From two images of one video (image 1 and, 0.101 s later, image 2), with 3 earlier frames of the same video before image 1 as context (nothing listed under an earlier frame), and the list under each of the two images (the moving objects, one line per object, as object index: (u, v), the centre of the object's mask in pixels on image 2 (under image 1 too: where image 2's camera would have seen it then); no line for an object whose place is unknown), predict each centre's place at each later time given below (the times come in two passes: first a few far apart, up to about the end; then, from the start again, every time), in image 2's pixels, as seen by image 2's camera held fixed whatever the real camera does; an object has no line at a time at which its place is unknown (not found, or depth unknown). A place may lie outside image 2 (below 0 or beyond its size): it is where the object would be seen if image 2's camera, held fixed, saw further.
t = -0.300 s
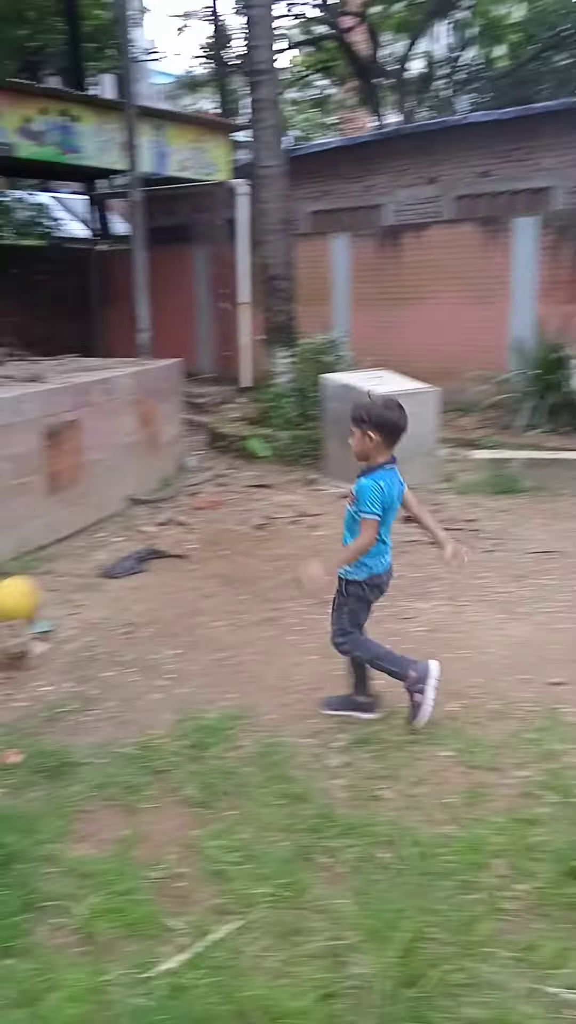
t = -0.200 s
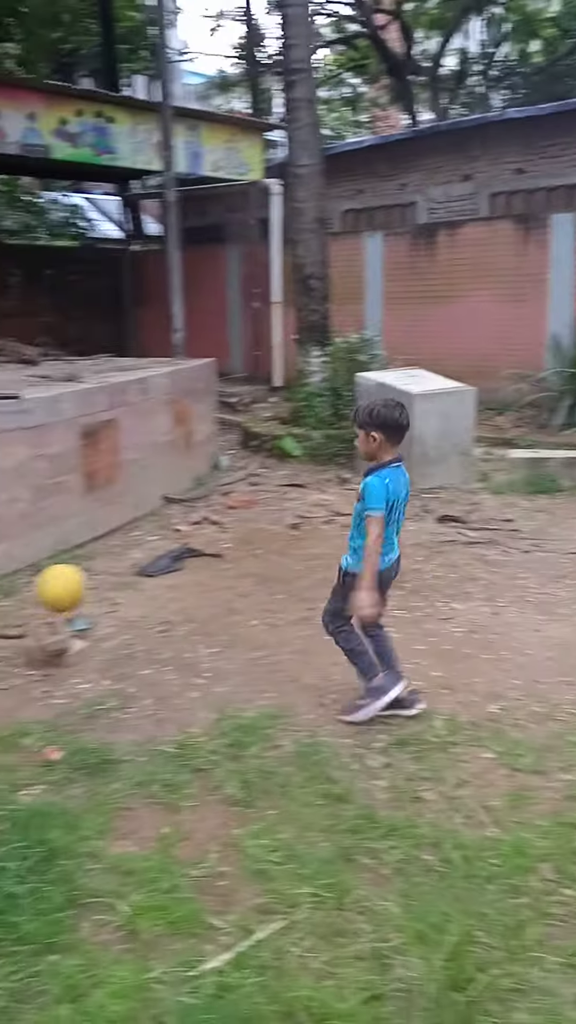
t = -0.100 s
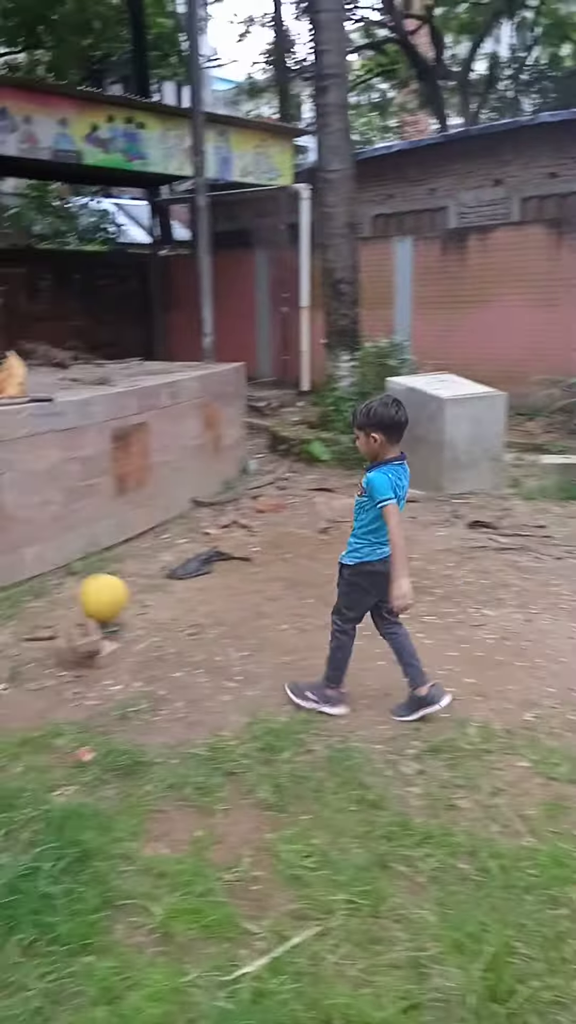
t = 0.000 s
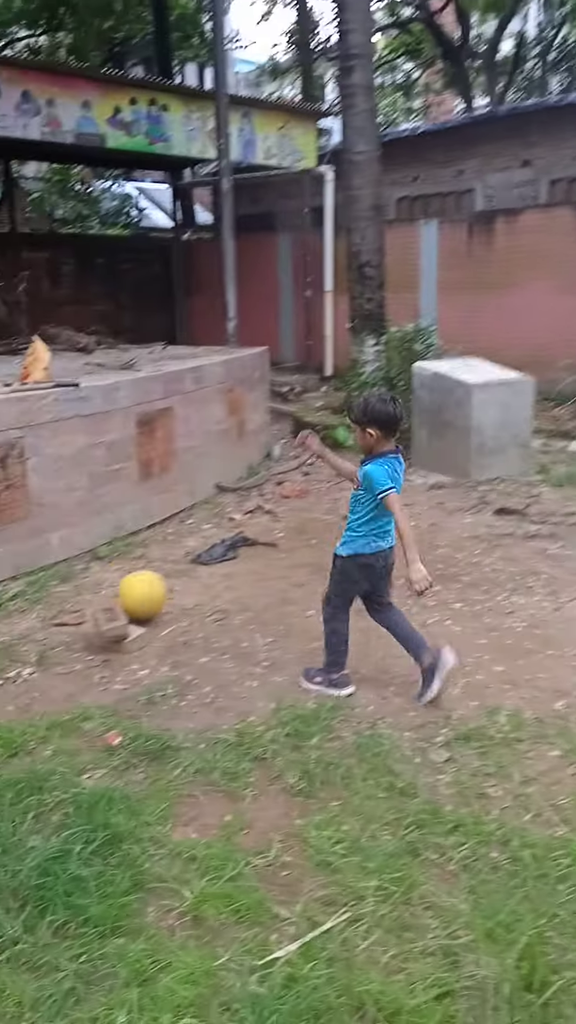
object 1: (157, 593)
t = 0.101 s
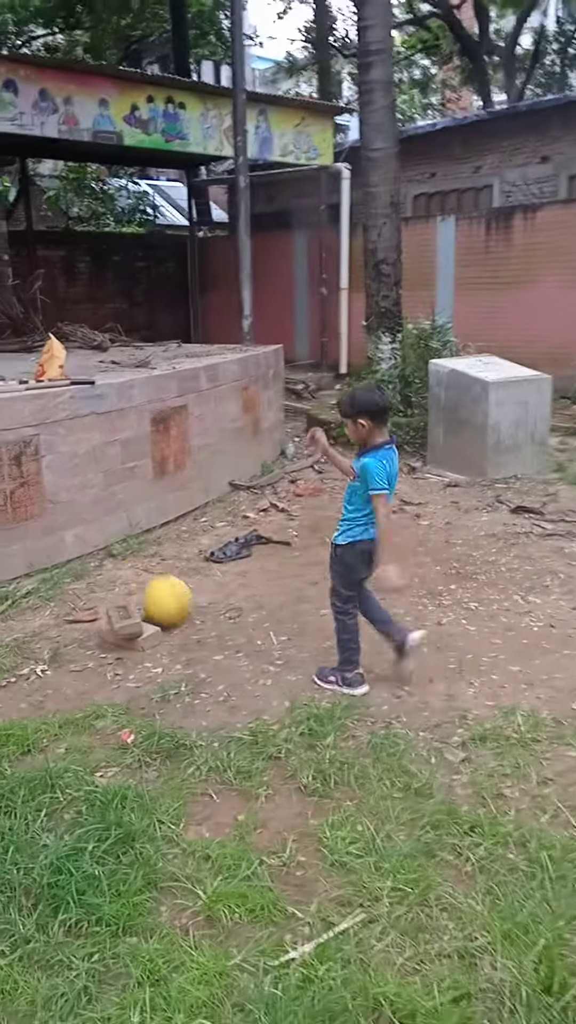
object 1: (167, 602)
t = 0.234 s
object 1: (182, 608)
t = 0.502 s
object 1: (205, 625)
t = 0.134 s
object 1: (171, 603)
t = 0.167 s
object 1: (174, 603)
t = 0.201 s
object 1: (178, 604)
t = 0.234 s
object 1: (182, 608)
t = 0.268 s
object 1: (185, 612)
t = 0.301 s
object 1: (188, 611)
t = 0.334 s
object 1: (192, 614)
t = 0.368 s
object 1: (196, 617)
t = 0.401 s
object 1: (199, 619)
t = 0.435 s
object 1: (200, 619)
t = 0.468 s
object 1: (202, 622)
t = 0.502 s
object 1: (205, 625)
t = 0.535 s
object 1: (207, 626)
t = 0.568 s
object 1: (209, 629)
